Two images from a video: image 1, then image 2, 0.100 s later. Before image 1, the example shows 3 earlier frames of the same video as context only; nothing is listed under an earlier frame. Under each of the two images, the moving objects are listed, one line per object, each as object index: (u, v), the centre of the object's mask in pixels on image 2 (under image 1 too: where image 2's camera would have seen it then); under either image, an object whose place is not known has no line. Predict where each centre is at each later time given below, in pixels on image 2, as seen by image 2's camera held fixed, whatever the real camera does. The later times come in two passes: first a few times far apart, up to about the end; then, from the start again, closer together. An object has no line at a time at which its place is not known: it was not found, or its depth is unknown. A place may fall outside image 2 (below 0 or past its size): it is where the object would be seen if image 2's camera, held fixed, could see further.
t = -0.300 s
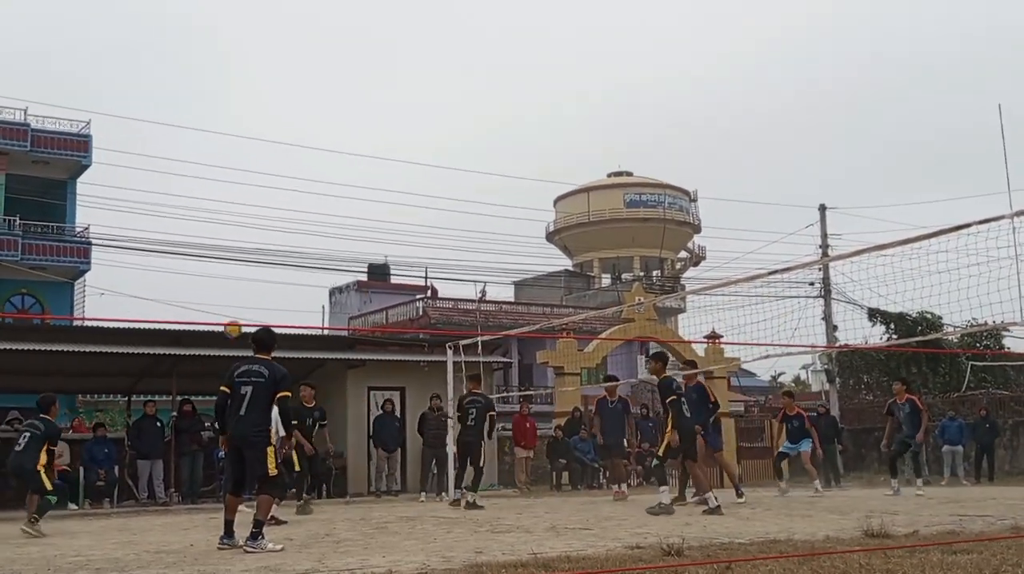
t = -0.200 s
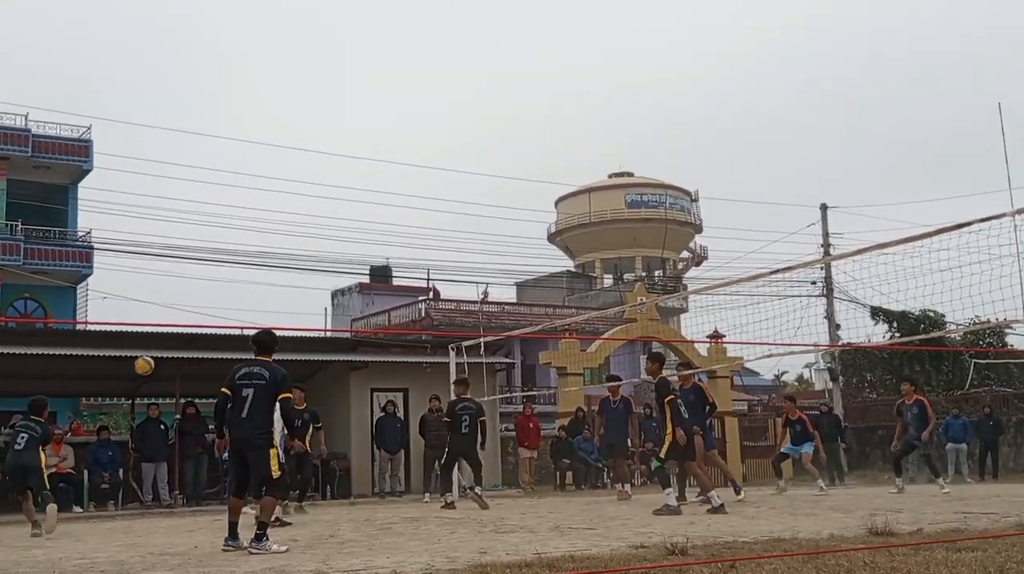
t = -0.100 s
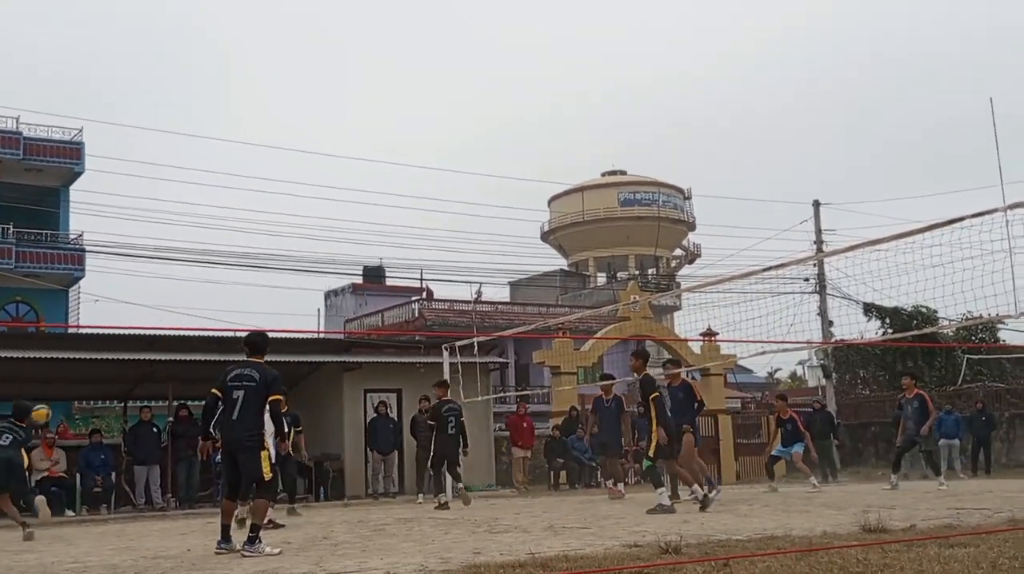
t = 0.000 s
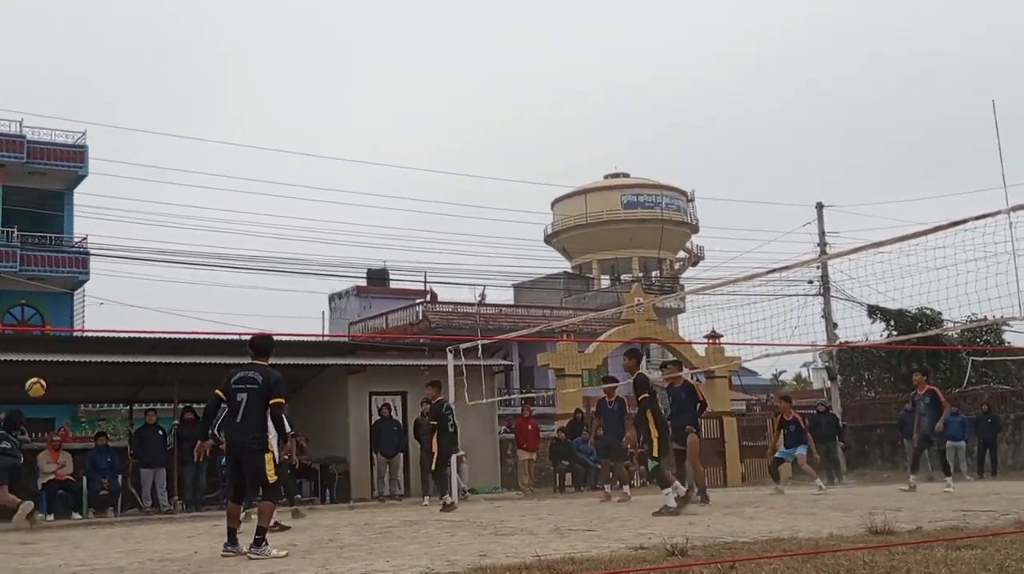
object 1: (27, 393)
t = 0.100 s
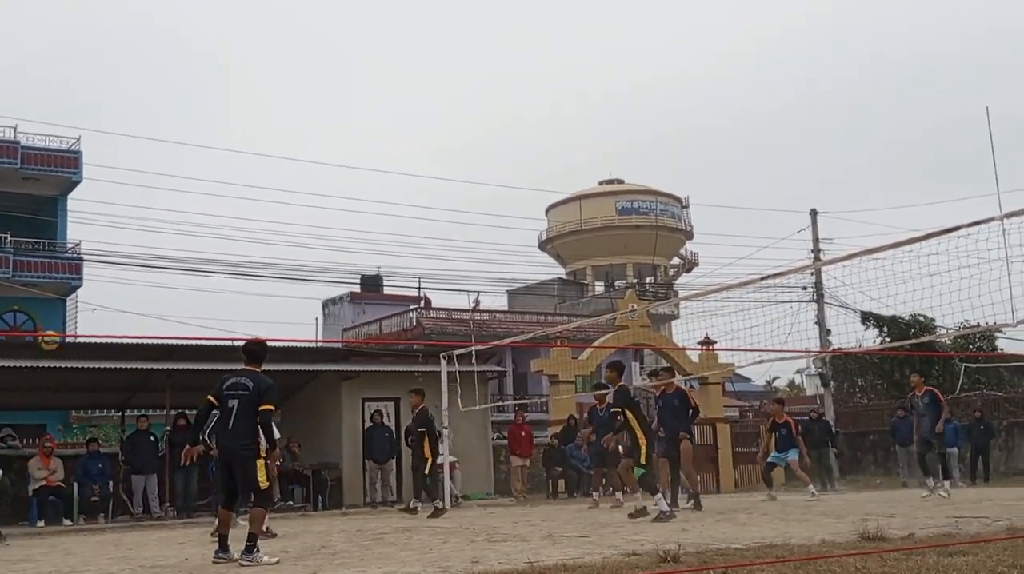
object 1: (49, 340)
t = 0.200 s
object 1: (70, 297)
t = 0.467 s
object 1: (125, 228)
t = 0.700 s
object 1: (170, 219)
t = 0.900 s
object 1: (209, 248)
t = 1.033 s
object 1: (233, 288)
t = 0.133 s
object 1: (56, 325)
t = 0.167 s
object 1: (64, 310)
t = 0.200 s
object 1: (70, 297)
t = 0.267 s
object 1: (85, 274)
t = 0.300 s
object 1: (91, 264)
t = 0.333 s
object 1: (97, 255)
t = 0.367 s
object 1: (104, 246)
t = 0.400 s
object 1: (111, 240)
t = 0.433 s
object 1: (119, 233)
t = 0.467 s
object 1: (125, 228)
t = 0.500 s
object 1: (132, 224)
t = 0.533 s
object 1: (138, 221)
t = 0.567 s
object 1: (145, 218)
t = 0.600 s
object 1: (152, 217)
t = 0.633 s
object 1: (158, 217)
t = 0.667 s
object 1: (164, 217)
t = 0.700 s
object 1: (170, 219)
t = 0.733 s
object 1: (177, 221)
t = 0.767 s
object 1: (184, 225)
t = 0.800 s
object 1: (189, 230)
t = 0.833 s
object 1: (196, 235)
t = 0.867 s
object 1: (202, 241)
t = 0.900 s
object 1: (209, 248)
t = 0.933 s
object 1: (215, 257)
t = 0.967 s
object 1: (221, 266)
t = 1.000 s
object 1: (227, 277)
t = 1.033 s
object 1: (233, 288)
